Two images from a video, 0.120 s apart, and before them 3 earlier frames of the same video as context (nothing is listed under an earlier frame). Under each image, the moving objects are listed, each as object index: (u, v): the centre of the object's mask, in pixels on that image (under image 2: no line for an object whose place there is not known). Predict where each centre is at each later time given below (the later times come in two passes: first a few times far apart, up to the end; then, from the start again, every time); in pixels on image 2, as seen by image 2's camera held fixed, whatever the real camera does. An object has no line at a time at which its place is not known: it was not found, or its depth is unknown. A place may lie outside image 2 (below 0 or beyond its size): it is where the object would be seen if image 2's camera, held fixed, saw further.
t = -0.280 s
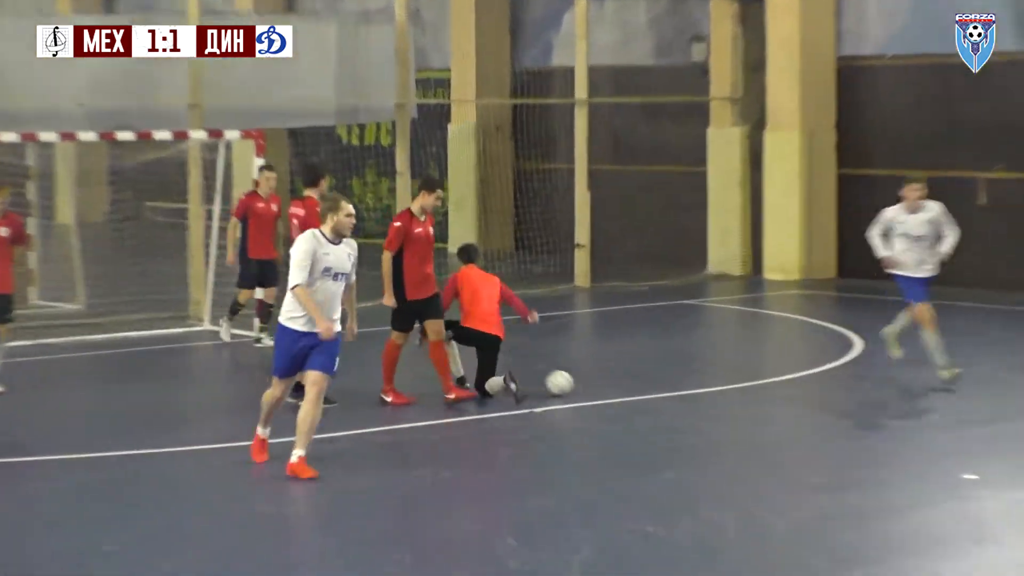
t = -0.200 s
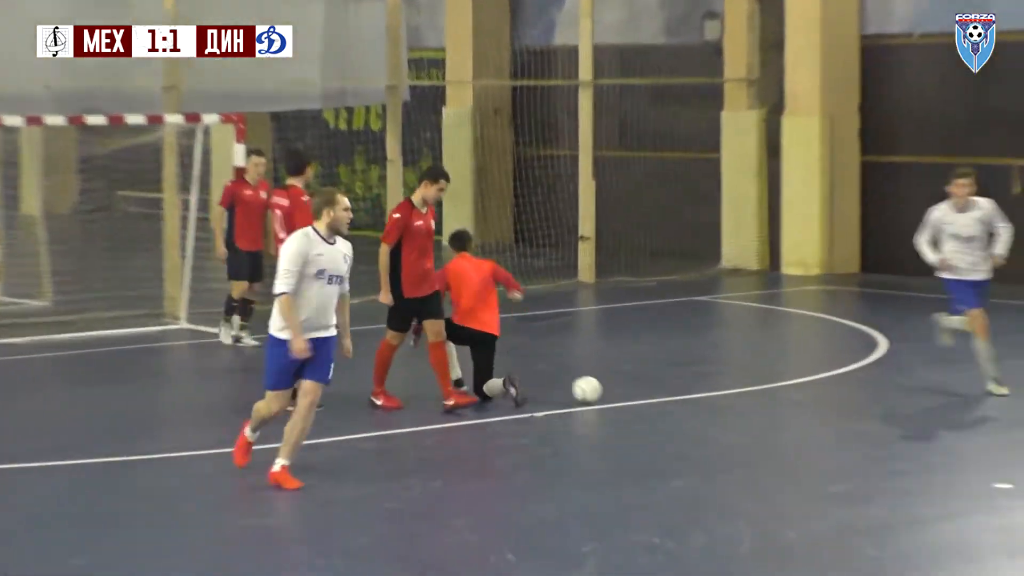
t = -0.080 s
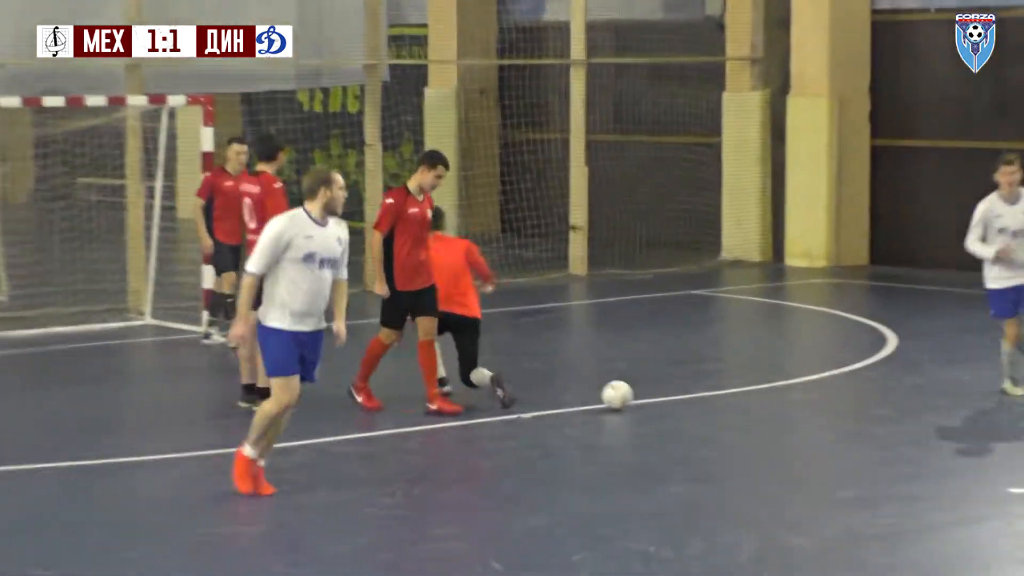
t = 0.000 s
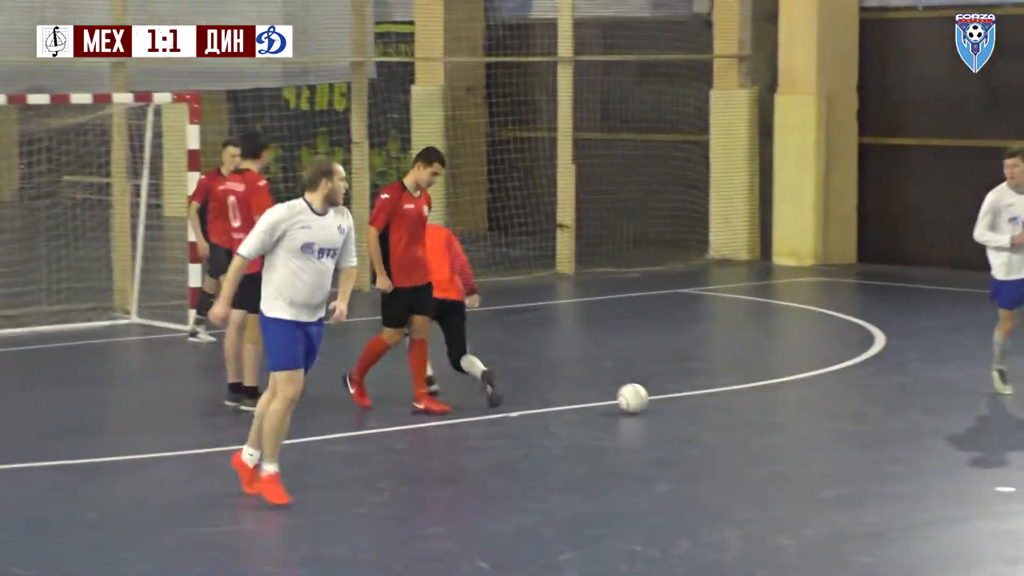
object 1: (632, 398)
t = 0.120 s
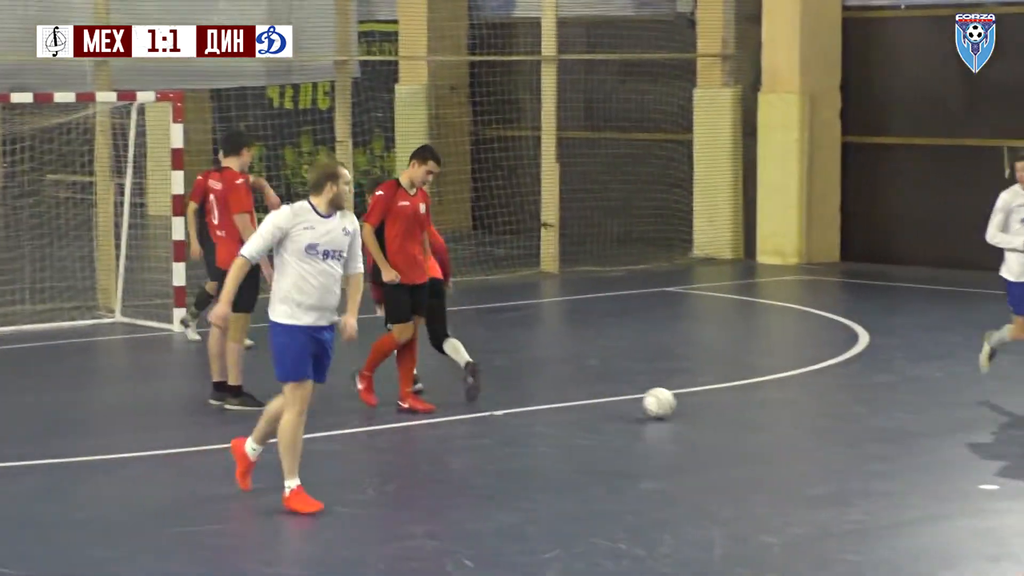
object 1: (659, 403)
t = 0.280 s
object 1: (716, 412)
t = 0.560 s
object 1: (823, 429)
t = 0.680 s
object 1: (870, 437)
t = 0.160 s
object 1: (673, 405)
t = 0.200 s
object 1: (687, 407)
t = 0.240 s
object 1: (701, 410)
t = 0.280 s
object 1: (716, 412)
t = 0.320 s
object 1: (731, 415)
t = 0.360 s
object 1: (746, 417)
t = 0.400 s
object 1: (761, 419)
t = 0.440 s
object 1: (776, 422)
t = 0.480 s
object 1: (792, 424)
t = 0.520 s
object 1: (807, 427)
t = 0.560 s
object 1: (823, 429)
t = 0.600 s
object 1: (839, 432)
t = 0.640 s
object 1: (854, 435)
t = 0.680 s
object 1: (870, 437)
